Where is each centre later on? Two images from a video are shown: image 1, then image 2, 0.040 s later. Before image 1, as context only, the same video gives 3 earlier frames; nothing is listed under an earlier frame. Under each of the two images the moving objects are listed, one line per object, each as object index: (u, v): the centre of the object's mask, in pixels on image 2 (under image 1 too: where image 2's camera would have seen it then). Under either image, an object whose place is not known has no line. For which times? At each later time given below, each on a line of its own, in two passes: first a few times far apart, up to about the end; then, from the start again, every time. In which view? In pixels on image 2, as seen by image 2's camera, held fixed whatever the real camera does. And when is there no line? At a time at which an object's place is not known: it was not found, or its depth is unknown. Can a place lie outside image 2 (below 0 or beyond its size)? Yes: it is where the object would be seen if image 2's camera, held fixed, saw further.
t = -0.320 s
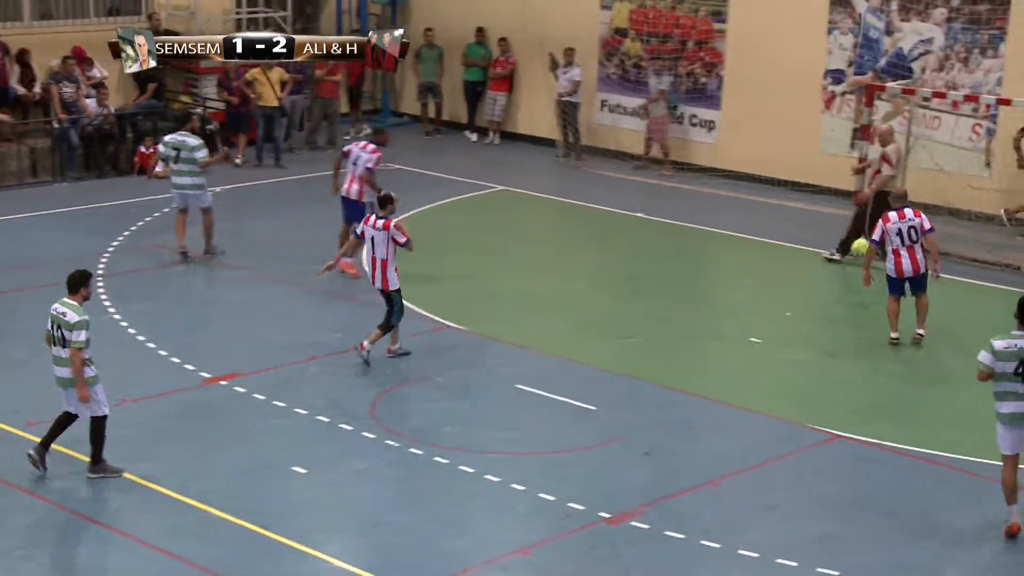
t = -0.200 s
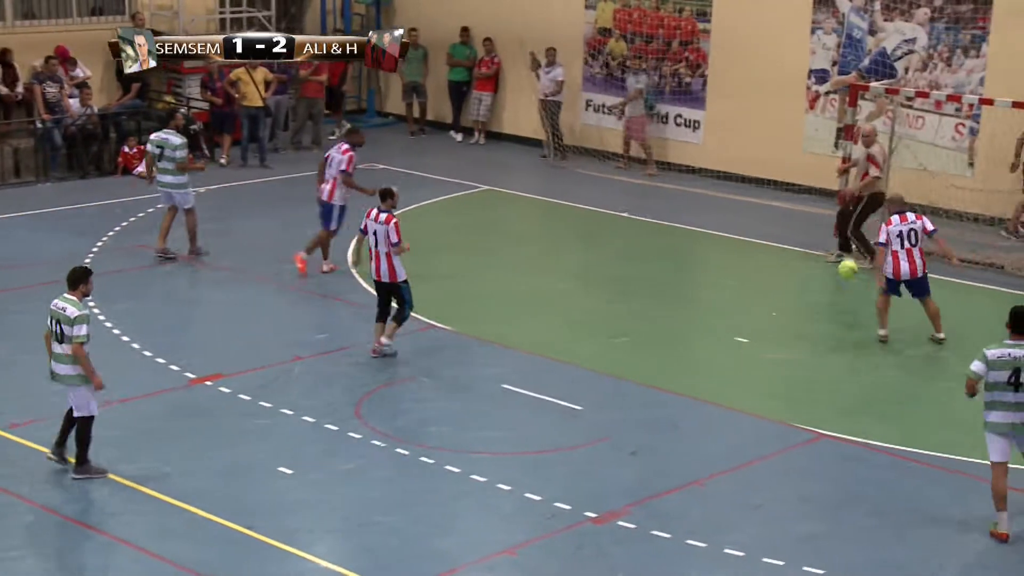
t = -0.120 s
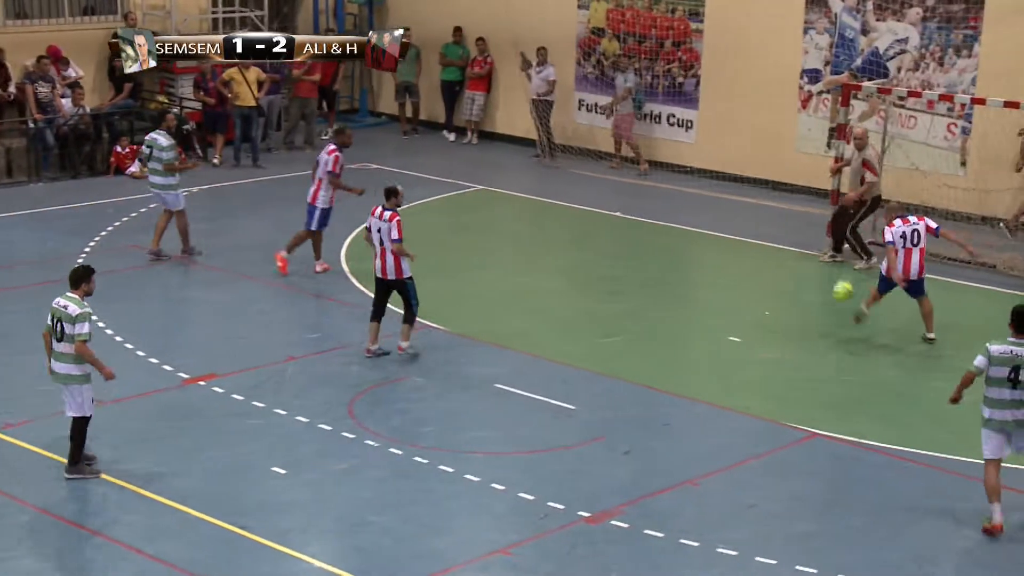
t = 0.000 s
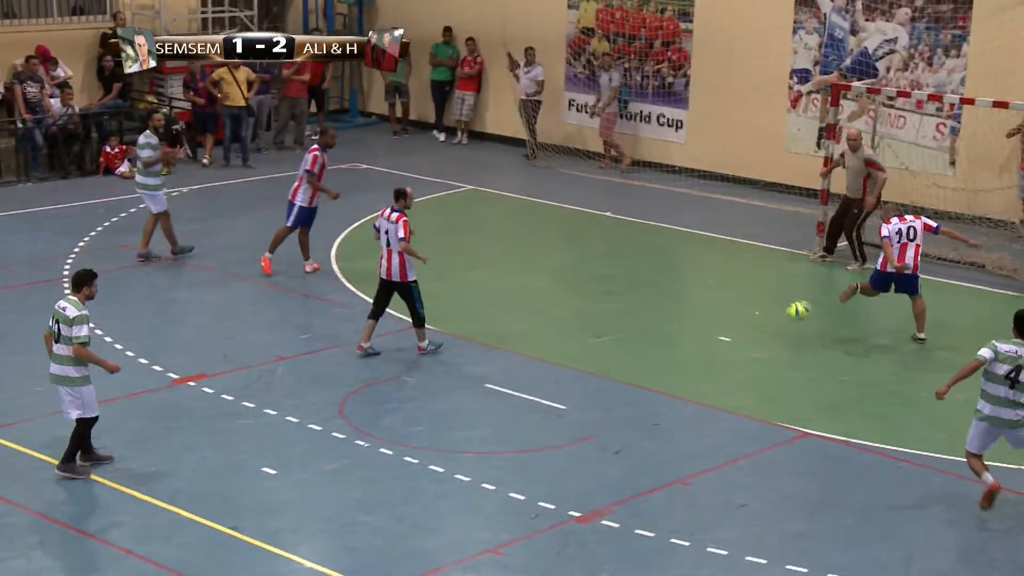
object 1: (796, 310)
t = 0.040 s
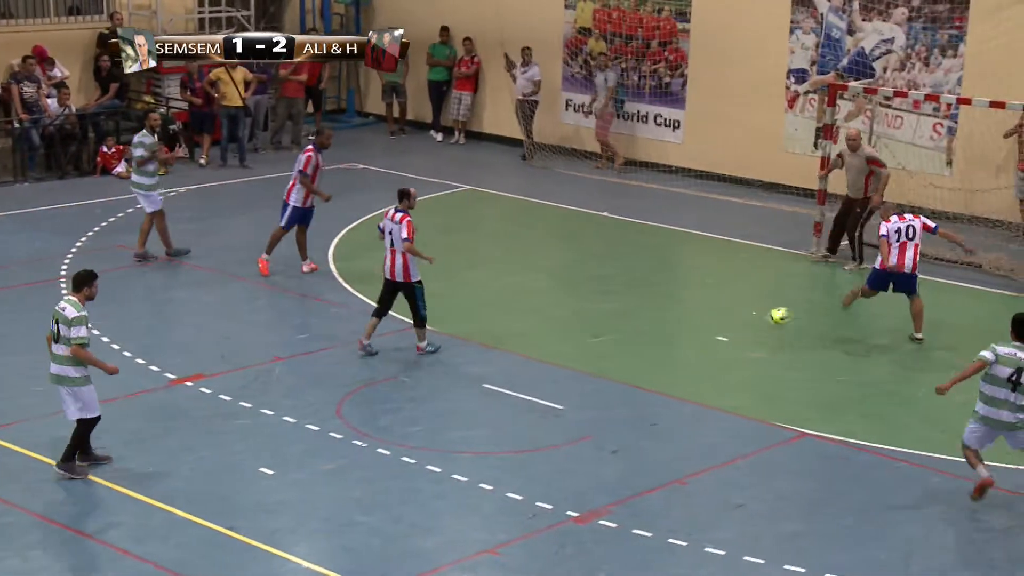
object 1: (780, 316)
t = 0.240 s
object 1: (707, 337)
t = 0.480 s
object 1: (646, 352)
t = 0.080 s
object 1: (761, 324)
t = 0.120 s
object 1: (743, 334)
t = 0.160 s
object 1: (727, 342)
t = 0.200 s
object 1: (718, 339)
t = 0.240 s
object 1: (707, 337)
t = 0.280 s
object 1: (697, 336)
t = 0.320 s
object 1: (686, 338)
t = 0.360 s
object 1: (676, 340)
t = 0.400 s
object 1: (665, 344)
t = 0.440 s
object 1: (654, 351)
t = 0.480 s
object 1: (646, 352)
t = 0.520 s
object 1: (639, 349)
